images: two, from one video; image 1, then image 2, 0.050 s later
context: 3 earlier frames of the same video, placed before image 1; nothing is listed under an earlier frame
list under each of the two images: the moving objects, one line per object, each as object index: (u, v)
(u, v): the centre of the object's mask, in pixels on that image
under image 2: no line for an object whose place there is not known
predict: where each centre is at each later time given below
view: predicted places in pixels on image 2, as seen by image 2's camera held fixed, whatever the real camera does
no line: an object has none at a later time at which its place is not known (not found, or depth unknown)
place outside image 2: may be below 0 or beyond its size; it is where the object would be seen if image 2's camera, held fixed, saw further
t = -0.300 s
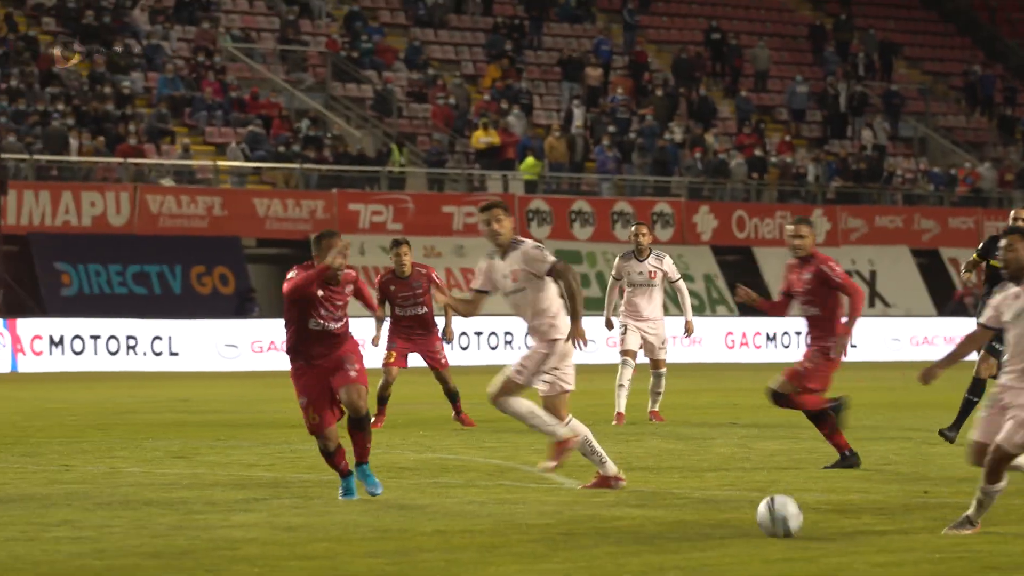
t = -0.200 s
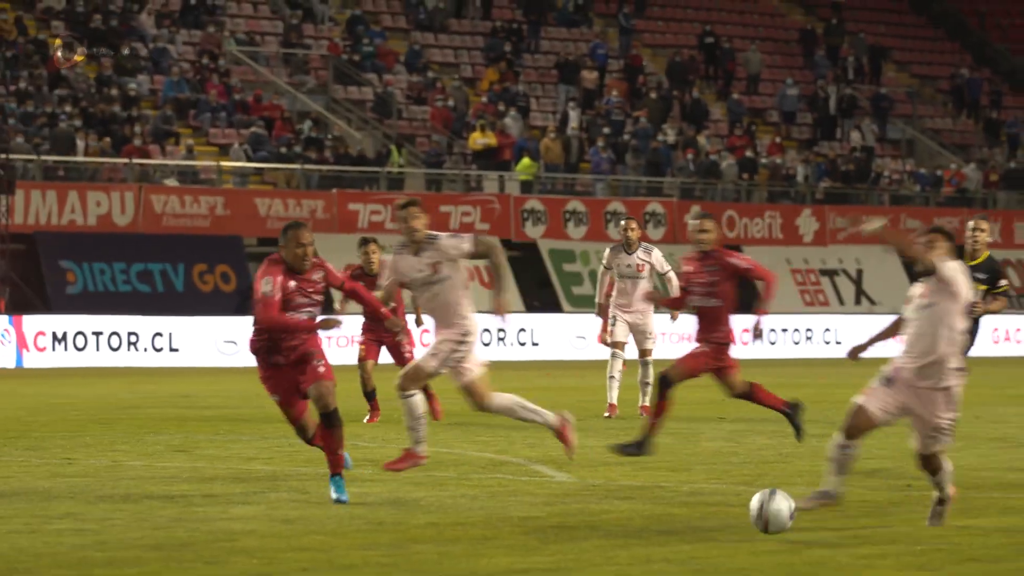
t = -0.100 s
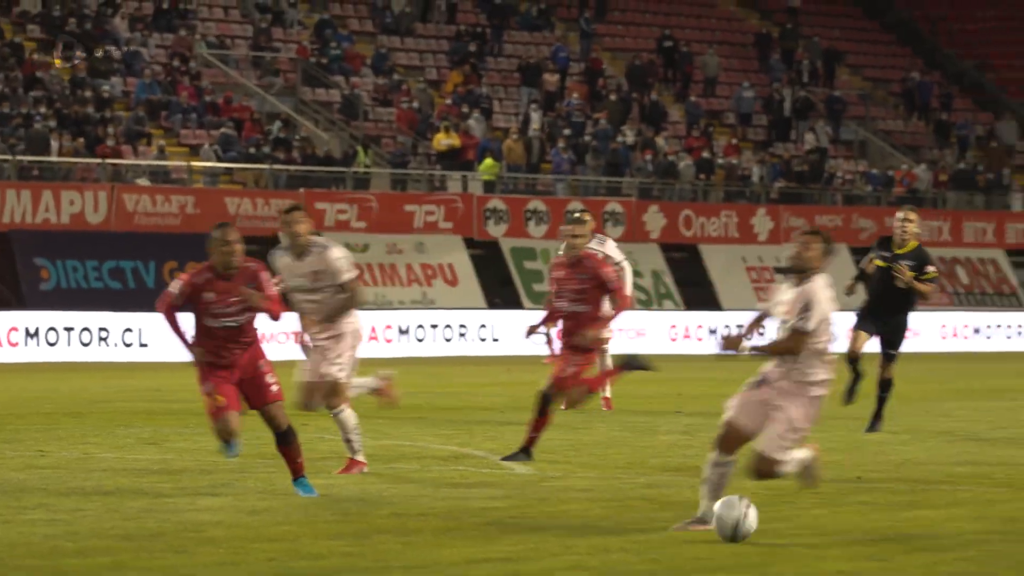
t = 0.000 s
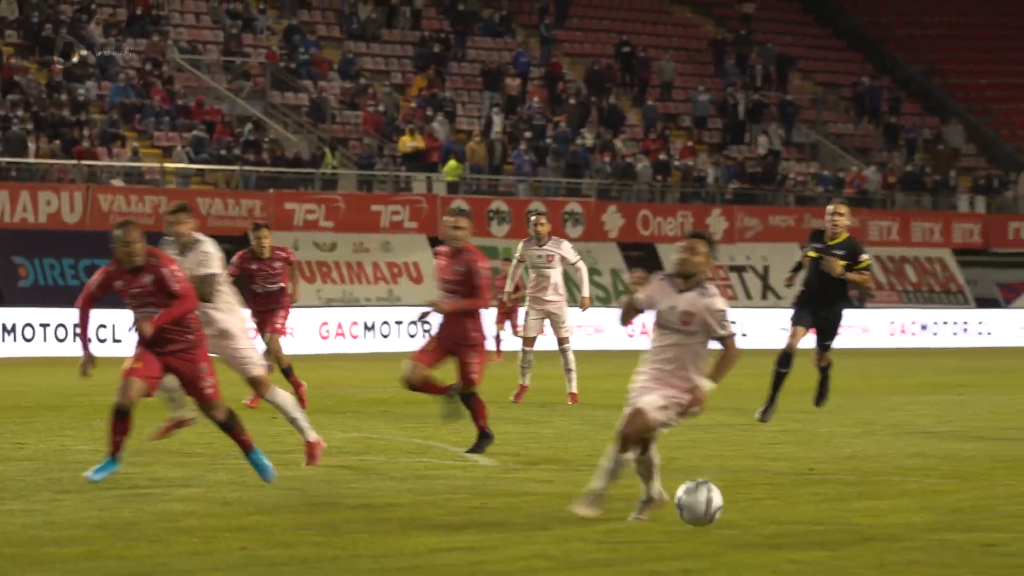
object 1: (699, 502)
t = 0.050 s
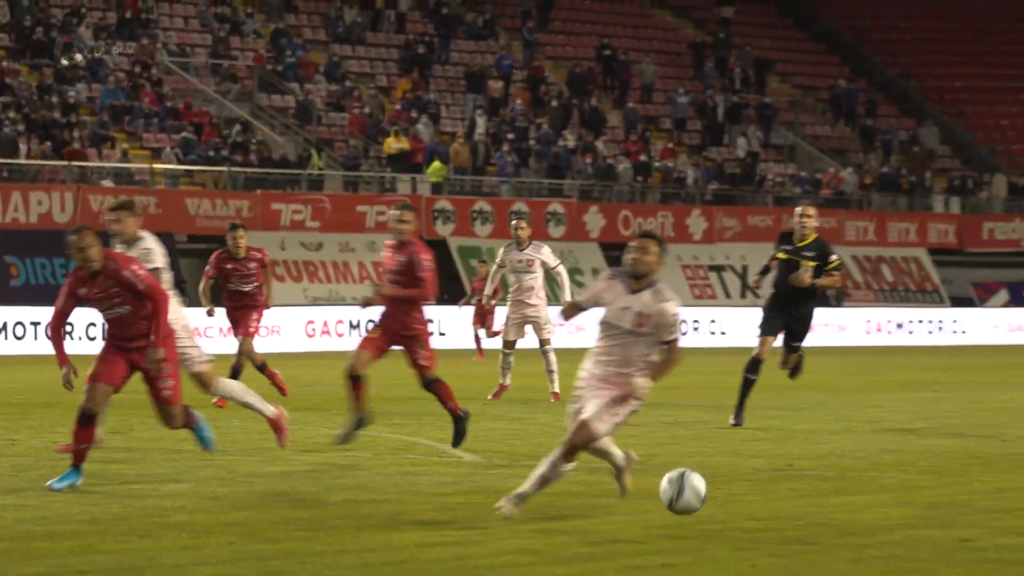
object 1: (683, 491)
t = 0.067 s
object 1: (685, 490)
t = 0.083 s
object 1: (687, 490)
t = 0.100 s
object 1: (689, 491)
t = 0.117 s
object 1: (692, 492)
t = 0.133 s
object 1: (694, 493)
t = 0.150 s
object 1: (697, 496)
